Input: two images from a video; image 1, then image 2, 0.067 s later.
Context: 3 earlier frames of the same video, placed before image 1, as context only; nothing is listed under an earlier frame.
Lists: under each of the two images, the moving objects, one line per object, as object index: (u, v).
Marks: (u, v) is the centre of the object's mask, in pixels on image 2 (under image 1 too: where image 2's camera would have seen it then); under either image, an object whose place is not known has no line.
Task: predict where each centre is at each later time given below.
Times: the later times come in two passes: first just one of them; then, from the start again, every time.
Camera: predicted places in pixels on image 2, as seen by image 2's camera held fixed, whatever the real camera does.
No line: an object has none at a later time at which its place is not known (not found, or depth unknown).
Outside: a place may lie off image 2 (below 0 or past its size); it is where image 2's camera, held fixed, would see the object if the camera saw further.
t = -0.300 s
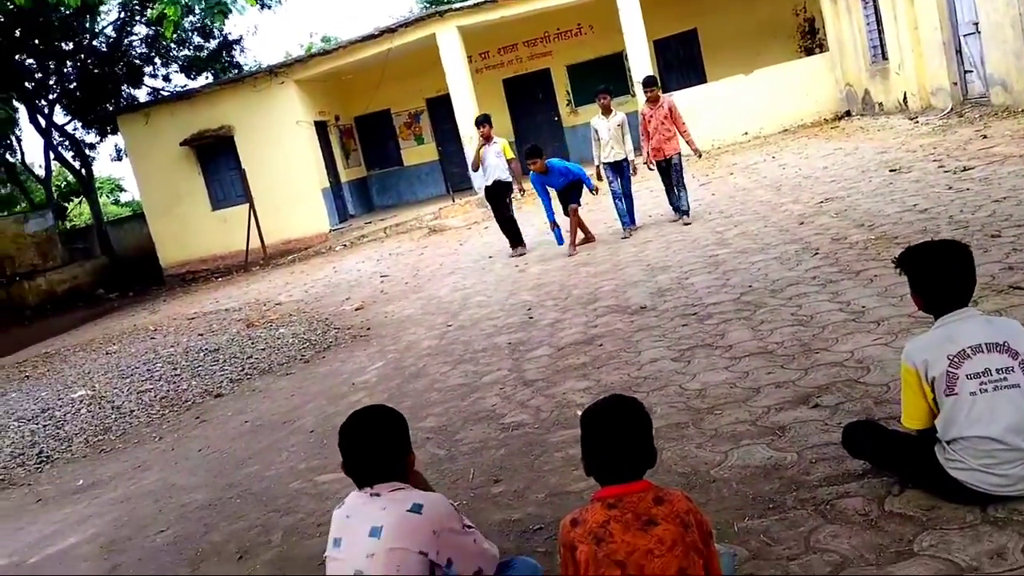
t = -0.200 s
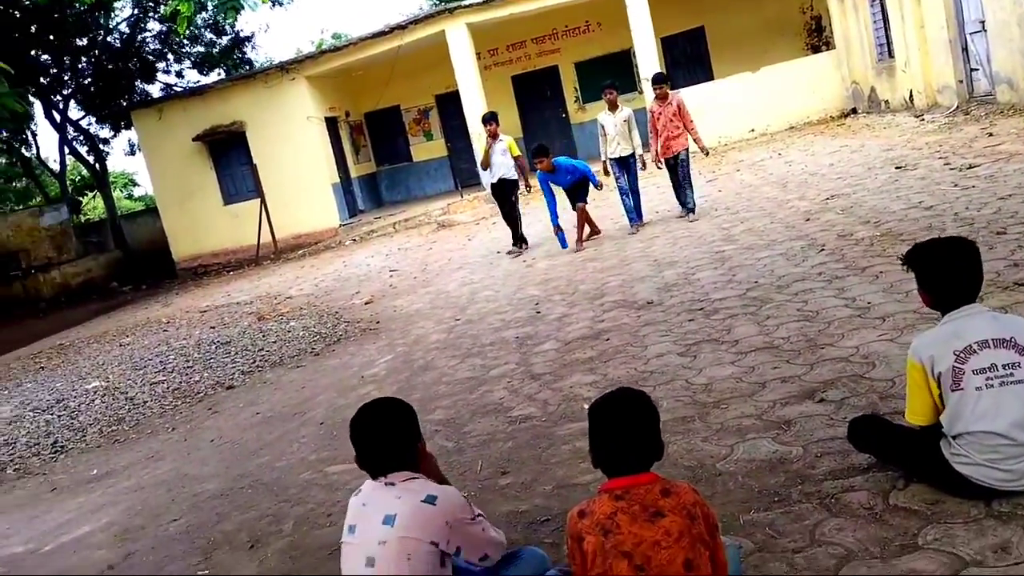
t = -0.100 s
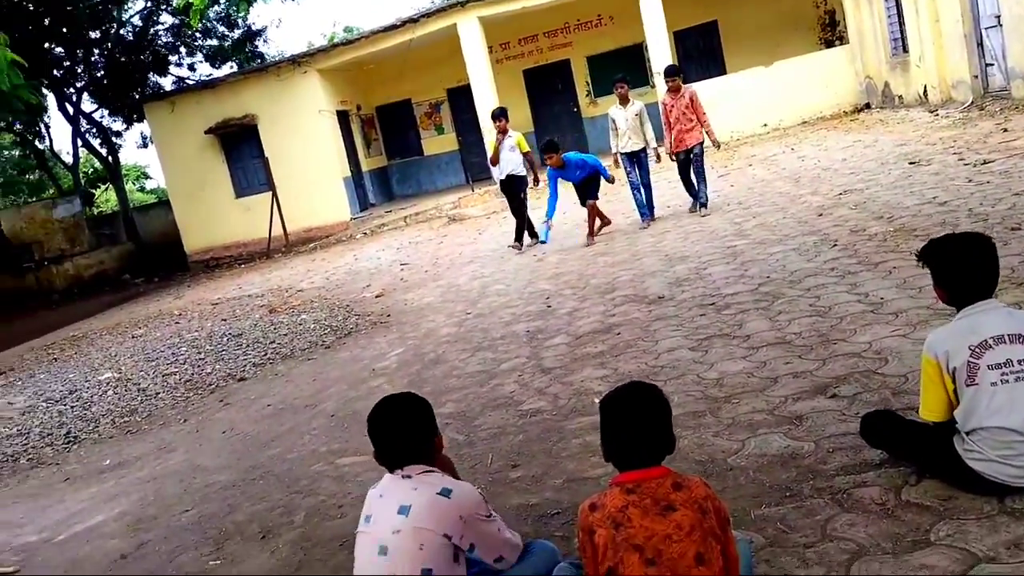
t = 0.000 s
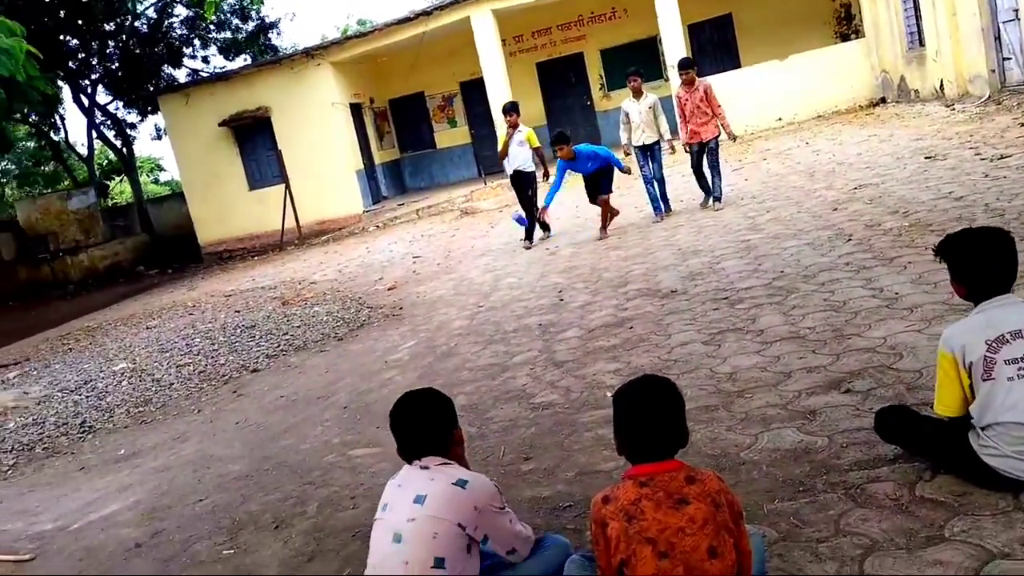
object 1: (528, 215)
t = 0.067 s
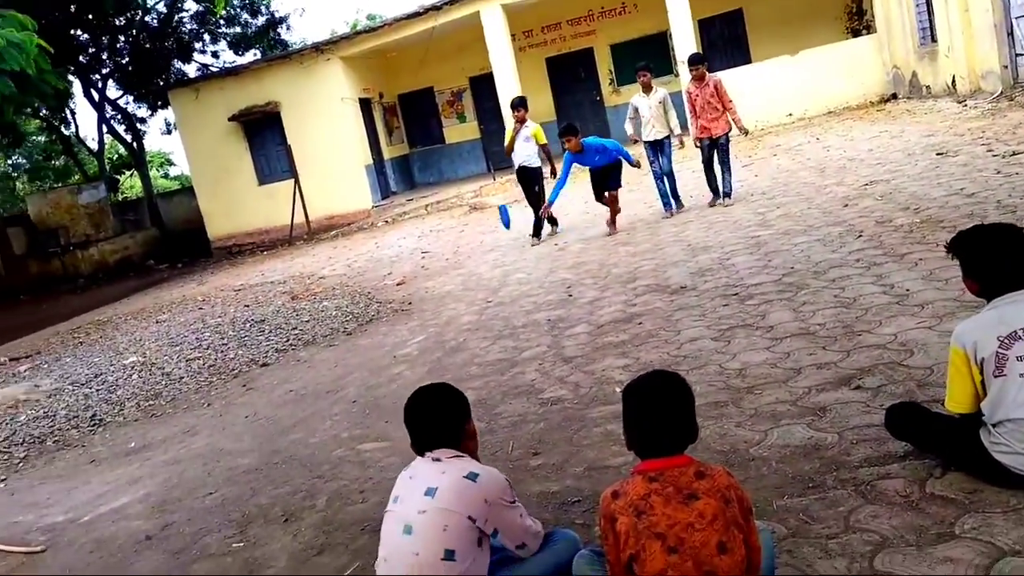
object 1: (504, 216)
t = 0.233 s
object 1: (445, 240)
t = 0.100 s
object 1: (493, 218)
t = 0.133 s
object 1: (481, 219)
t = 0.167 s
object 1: (470, 225)
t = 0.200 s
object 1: (458, 232)
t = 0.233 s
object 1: (445, 240)
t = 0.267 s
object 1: (433, 250)
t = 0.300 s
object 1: (420, 260)
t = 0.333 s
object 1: (409, 275)
